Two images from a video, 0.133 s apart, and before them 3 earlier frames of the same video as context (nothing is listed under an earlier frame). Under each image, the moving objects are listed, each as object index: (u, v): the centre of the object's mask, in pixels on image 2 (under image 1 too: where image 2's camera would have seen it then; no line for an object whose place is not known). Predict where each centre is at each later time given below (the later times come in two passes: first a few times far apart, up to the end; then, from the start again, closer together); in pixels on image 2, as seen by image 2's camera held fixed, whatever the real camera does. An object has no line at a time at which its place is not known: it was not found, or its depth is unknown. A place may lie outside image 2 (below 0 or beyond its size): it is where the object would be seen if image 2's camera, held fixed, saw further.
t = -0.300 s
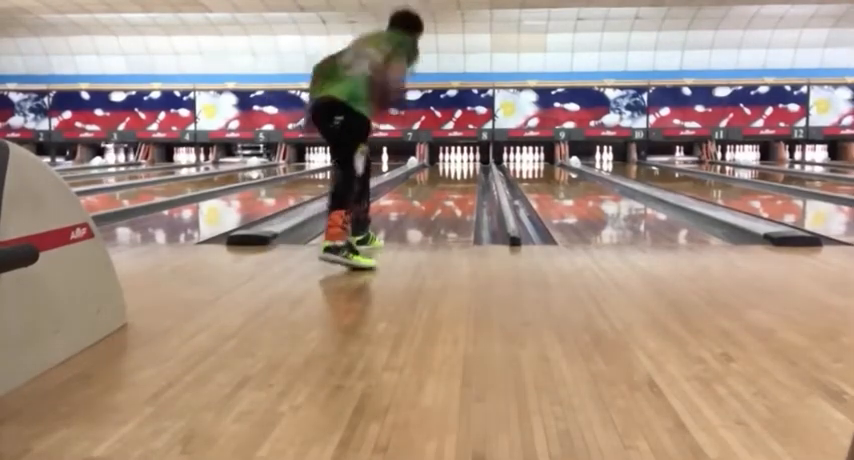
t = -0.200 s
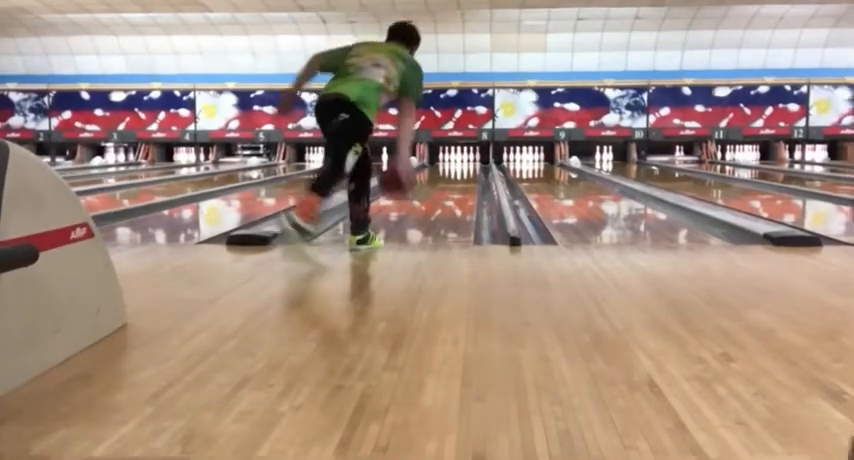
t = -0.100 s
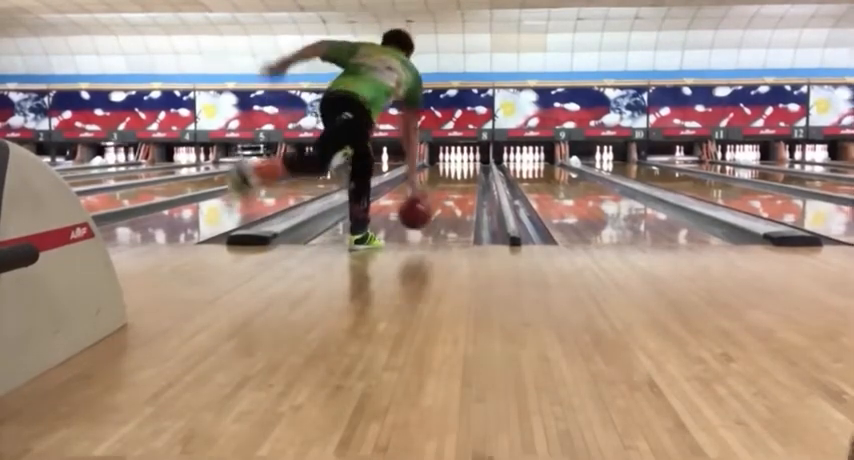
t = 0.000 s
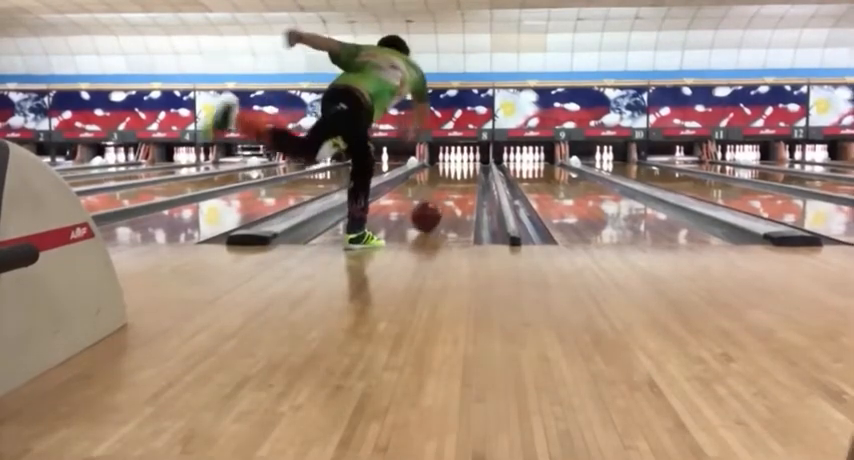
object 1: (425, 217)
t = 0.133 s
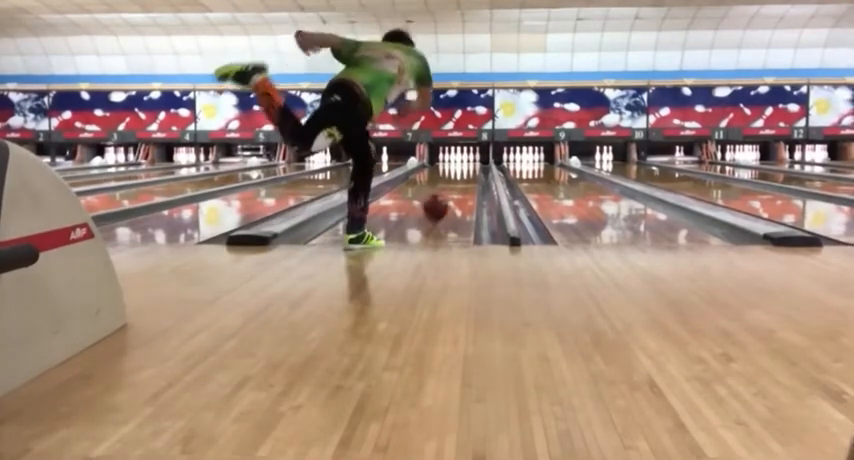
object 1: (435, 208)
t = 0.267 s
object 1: (443, 198)
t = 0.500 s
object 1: (449, 192)
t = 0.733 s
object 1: (459, 180)
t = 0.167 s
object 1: (437, 205)
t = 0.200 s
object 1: (440, 202)
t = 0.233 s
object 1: (442, 199)
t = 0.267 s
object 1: (443, 198)
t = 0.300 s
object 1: (444, 197)
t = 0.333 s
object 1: (446, 195)
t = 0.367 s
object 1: (448, 193)
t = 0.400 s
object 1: (449, 192)
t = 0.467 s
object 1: (449, 192)
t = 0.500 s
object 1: (449, 192)
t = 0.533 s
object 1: (449, 192)
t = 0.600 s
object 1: (455, 185)
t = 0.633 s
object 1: (456, 184)
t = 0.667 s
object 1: (457, 183)
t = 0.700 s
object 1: (459, 182)
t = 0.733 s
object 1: (459, 180)
